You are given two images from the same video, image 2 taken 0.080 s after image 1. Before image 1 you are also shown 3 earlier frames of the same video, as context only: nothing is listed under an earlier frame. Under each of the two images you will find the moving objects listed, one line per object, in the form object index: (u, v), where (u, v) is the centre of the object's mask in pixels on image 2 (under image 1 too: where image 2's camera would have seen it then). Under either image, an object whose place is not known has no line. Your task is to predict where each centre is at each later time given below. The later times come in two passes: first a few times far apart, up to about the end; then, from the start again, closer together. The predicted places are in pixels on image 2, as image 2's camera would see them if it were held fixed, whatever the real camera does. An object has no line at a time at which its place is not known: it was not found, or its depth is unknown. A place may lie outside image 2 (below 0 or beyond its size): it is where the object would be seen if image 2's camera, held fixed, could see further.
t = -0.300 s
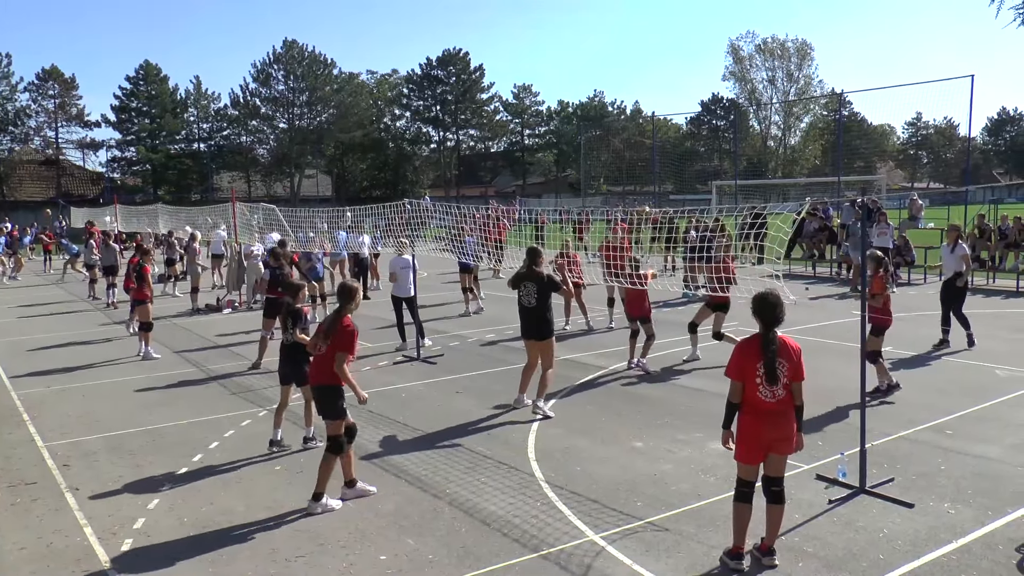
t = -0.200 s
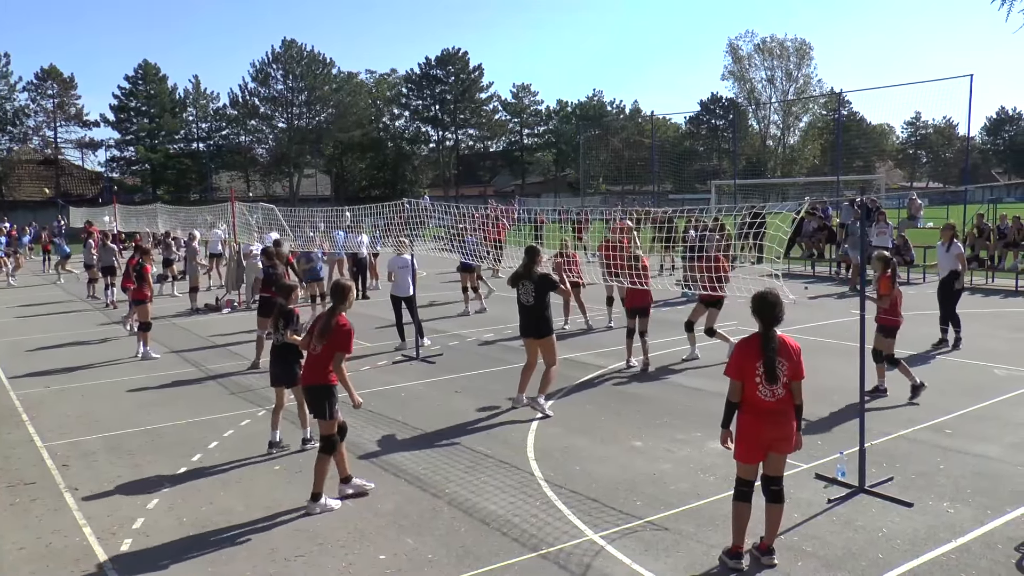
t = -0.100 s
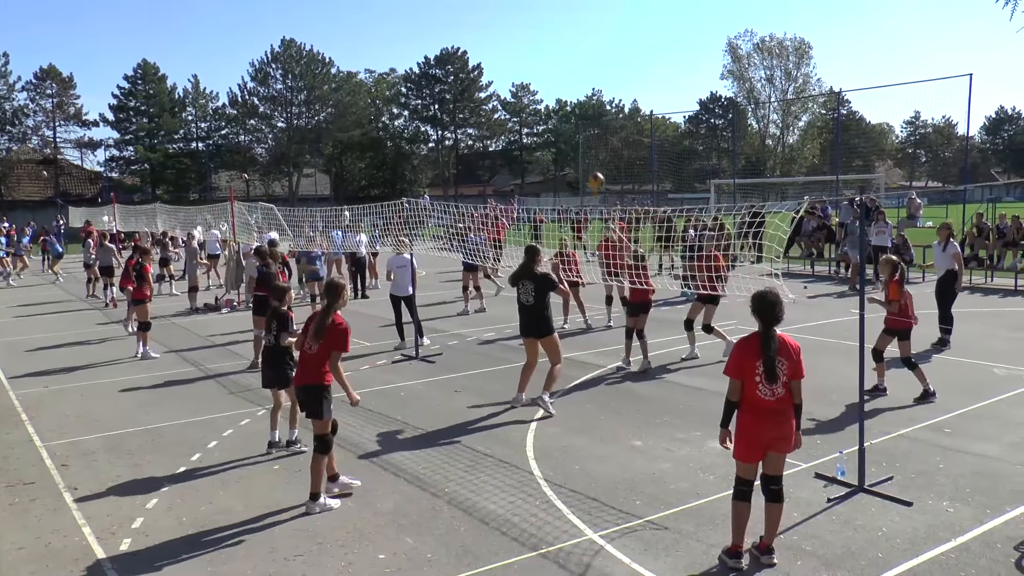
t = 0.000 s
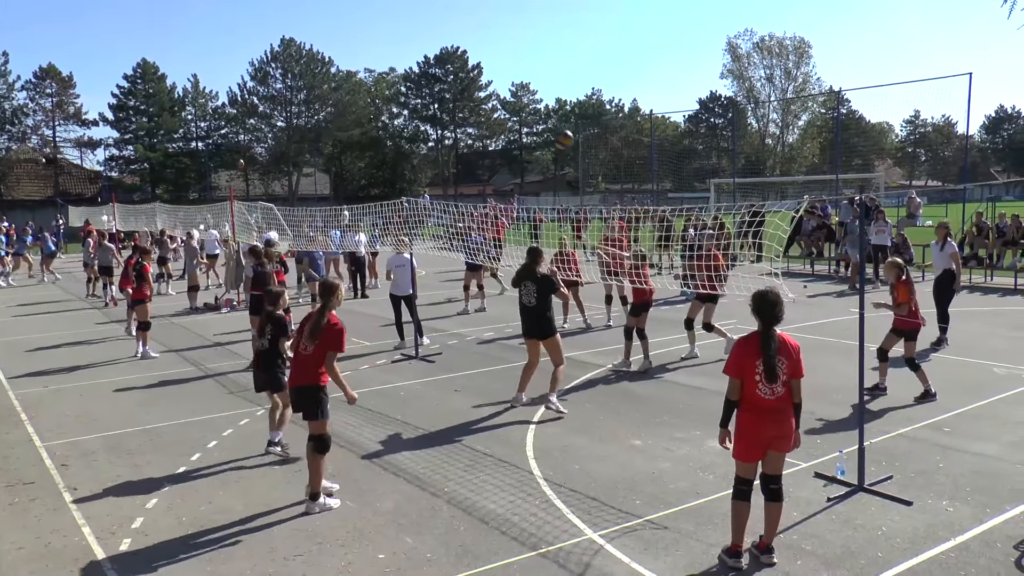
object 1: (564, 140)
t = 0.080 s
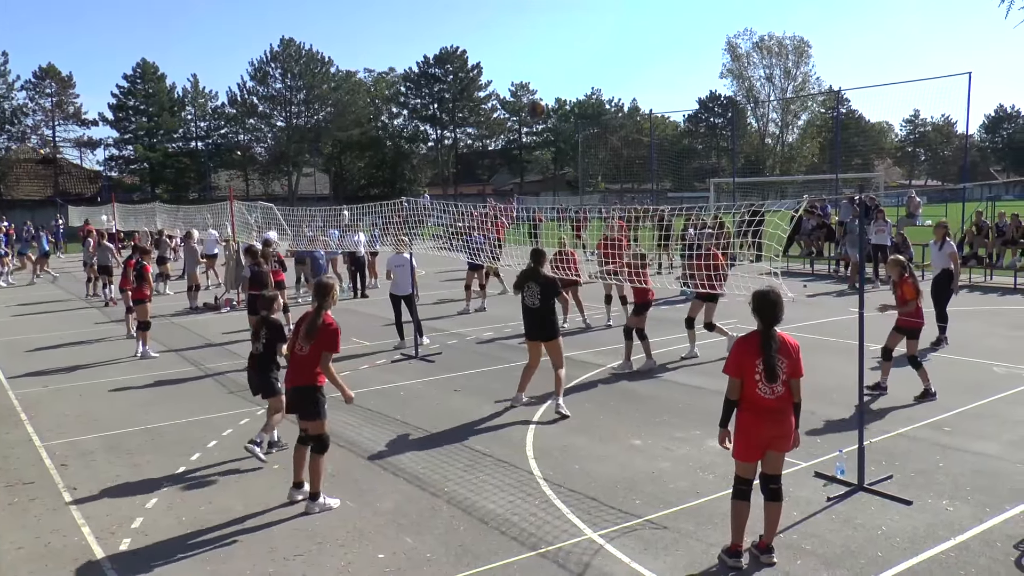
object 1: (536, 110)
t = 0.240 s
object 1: (476, 63)
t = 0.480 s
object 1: (365, 32)
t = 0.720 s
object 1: (228, 64)
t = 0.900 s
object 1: (103, 150)
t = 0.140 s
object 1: (514, 90)
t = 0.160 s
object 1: (507, 85)
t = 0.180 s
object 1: (499, 79)
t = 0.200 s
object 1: (491, 73)
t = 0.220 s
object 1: (483, 68)
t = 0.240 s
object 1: (476, 63)
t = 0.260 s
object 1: (468, 59)
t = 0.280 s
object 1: (458, 57)
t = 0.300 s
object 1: (451, 51)
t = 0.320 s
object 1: (442, 48)
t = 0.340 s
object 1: (433, 45)
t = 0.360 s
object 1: (423, 41)
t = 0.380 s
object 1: (414, 39)
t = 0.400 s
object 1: (405, 37)
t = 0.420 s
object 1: (395, 35)
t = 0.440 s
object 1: (385, 34)
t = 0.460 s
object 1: (376, 33)
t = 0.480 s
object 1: (365, 32)
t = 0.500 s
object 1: (355, 32)
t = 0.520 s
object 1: (345, 32)
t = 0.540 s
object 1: (334, 33)
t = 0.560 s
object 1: (323, 34)
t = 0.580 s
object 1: (312, 36)
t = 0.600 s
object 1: (300, 39)
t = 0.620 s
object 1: (289, 41)
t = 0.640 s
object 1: (277, 45)
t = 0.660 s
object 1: (267, 49)
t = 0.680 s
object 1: (255, 53)
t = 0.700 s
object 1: (241, 58)
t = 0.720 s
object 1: (228, 64)
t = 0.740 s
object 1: (215, 70)
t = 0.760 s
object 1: (202, 77)
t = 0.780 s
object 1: (188, 85)
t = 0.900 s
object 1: (103, 150)
